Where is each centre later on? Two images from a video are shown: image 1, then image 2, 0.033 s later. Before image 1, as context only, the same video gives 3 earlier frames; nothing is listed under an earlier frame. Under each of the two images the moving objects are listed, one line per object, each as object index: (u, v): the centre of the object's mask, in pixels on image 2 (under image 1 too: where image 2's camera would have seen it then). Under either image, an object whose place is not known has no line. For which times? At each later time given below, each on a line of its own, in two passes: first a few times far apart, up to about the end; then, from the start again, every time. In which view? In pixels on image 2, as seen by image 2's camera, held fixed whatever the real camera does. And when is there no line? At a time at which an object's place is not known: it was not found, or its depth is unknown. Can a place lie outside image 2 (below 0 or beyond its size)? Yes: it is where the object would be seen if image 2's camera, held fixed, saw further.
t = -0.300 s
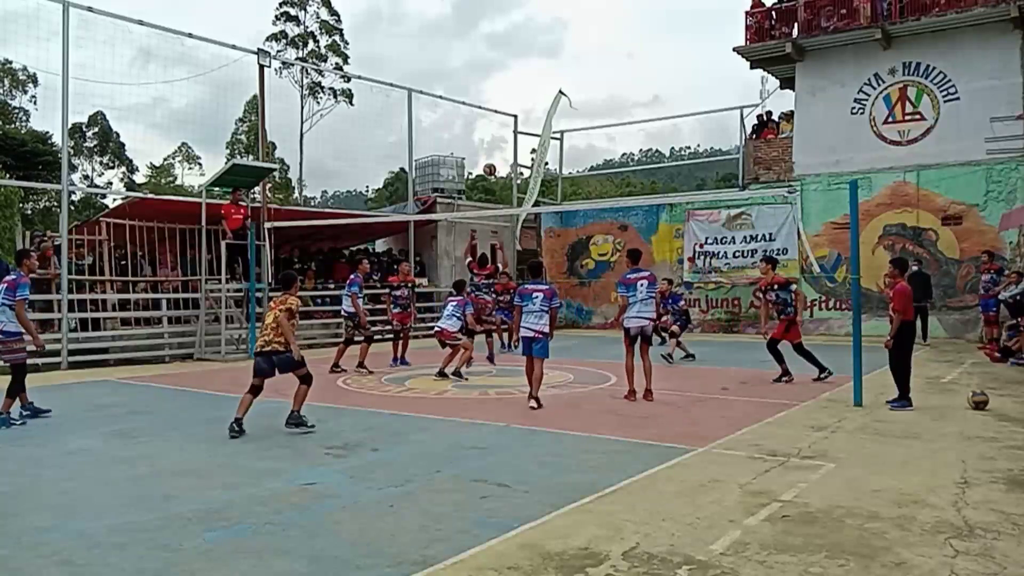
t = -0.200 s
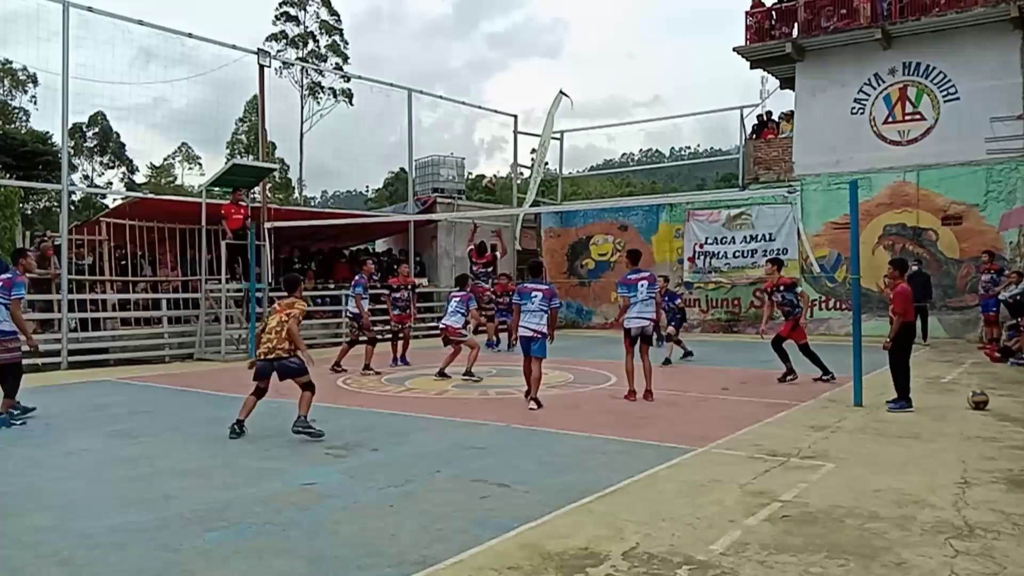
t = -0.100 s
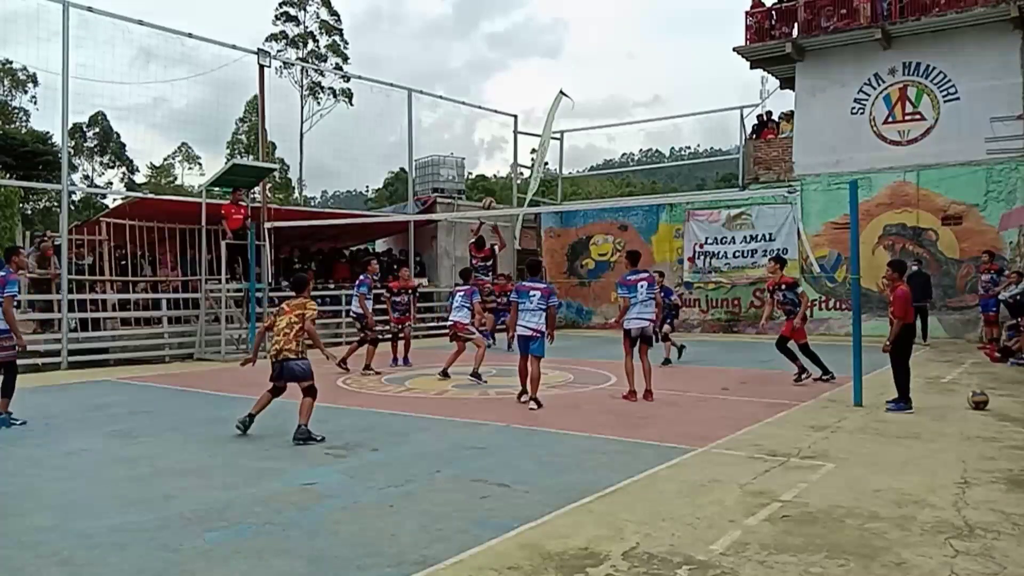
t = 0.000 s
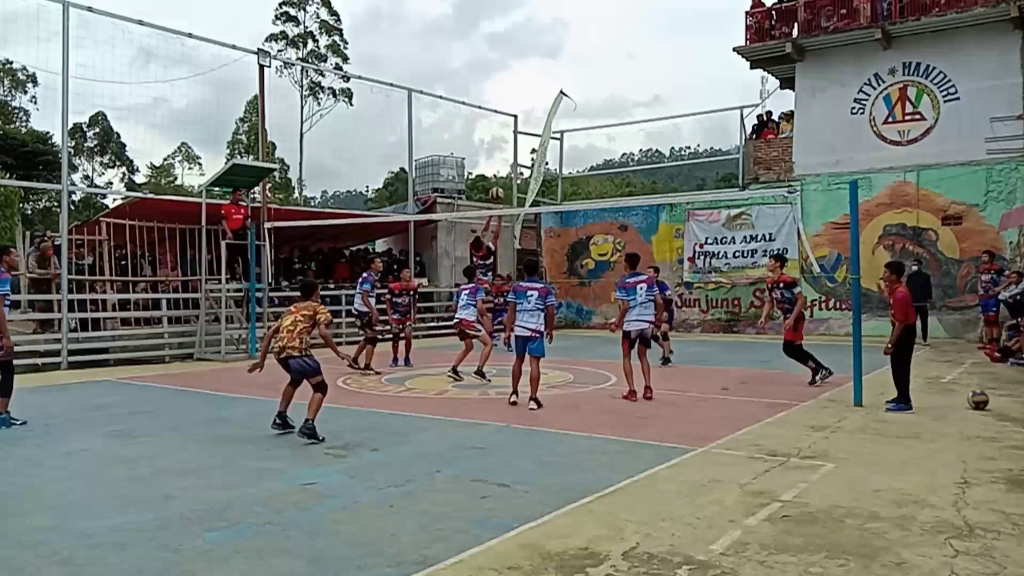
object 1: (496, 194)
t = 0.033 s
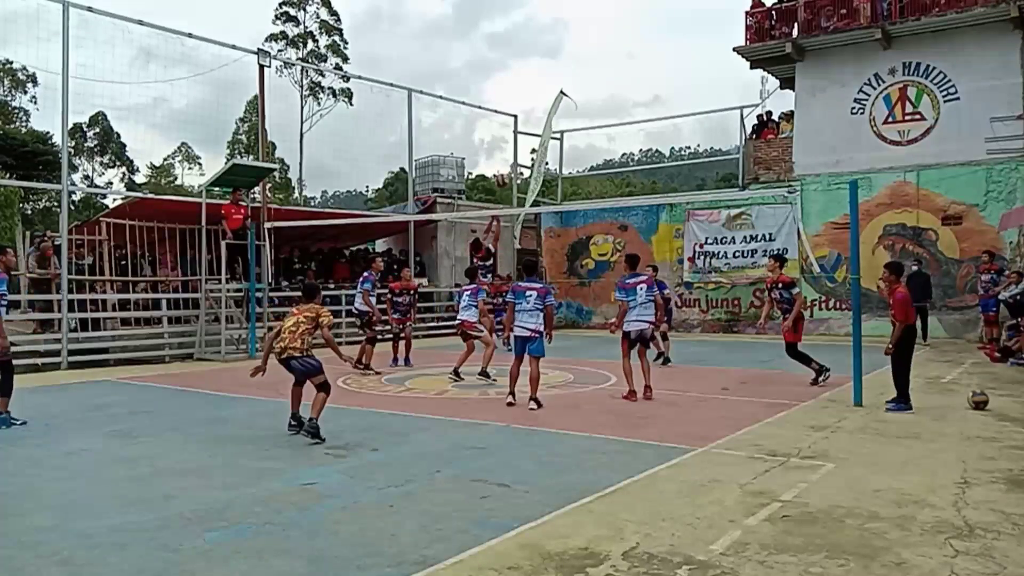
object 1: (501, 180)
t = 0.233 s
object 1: (533, 114)
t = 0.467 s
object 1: (573, 70)
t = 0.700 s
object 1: (613, 64)
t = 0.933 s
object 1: (656, 97)
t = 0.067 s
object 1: (506, 168)
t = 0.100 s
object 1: (512, 155)
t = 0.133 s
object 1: (517, 144)
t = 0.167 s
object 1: (522, 133)
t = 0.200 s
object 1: (528, 123)
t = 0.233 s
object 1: (533, 114)
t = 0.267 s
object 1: (539, 105)
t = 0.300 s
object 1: (544, 97)
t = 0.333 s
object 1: (550, 90)
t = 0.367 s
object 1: (555, 84)
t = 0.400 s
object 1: (561, 79)
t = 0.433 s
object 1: (567, 74)
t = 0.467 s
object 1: (573, 70)
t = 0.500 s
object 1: (578, 66)
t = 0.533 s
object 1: (584, 64)
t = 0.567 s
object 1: (590, 62)
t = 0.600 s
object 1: (596, 62)
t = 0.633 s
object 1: (602, 61)
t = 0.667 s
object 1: (607, 62)
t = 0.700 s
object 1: (613, 64)
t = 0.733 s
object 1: (619, 66)
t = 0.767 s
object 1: (625, 69)
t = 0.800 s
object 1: (631, 73)
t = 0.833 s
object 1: (637, 78)
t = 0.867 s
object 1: (644, 84)
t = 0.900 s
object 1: (650, 90)
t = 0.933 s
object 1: (656, 97)
